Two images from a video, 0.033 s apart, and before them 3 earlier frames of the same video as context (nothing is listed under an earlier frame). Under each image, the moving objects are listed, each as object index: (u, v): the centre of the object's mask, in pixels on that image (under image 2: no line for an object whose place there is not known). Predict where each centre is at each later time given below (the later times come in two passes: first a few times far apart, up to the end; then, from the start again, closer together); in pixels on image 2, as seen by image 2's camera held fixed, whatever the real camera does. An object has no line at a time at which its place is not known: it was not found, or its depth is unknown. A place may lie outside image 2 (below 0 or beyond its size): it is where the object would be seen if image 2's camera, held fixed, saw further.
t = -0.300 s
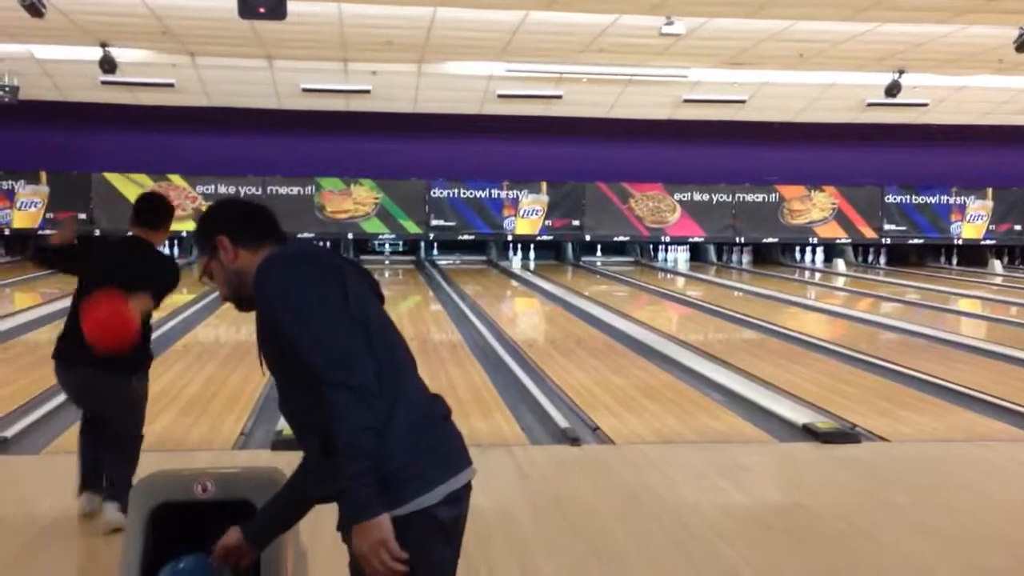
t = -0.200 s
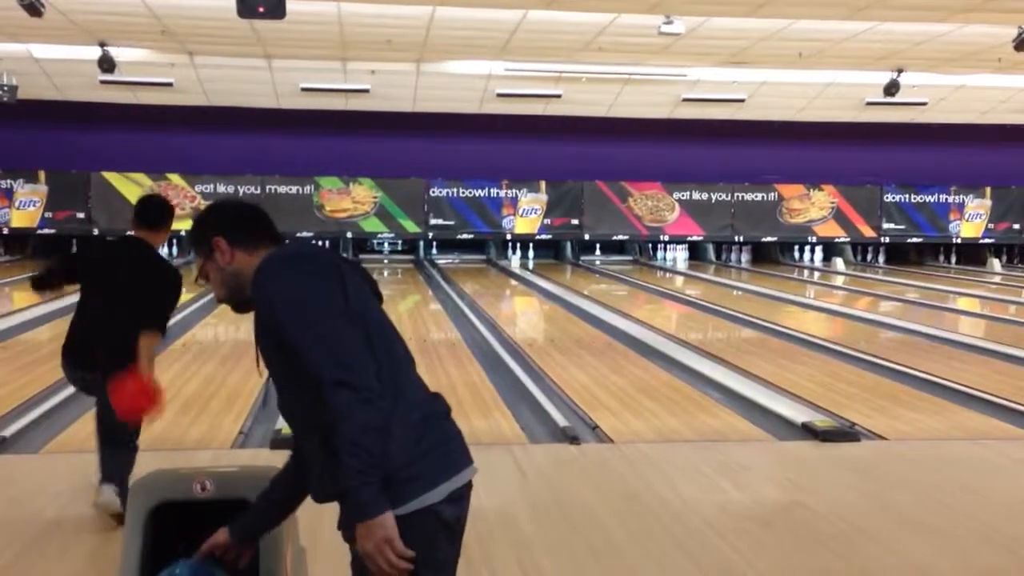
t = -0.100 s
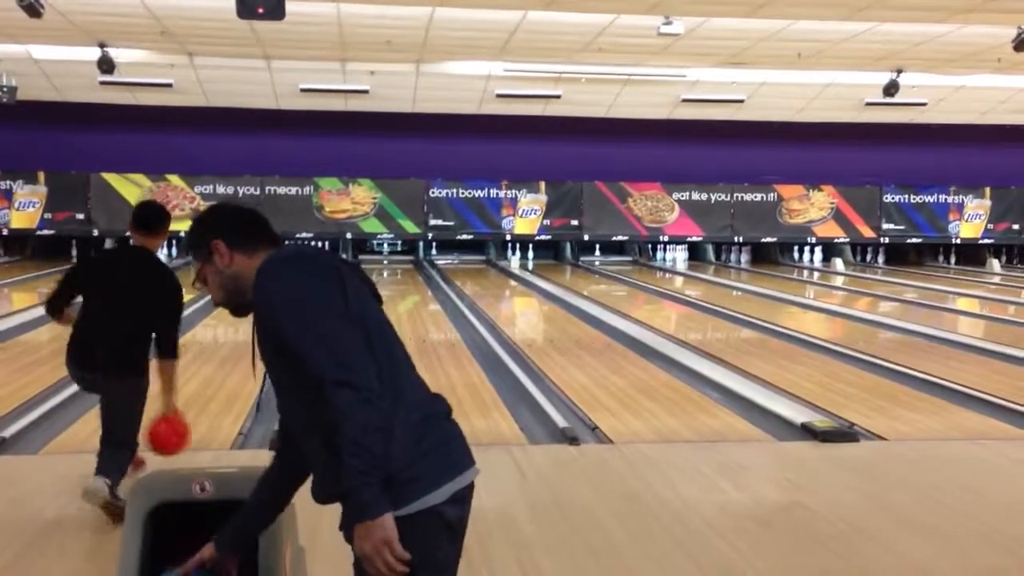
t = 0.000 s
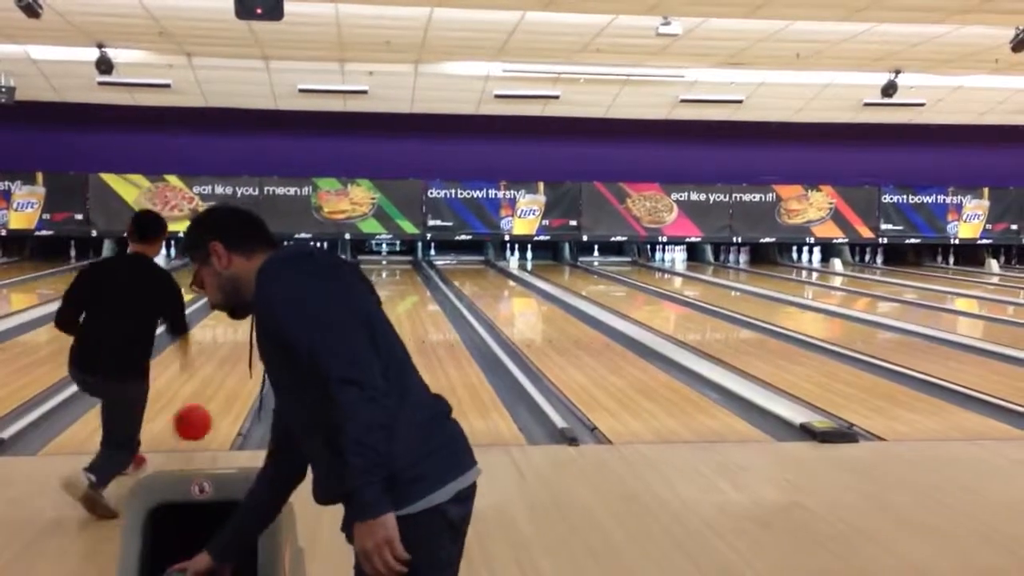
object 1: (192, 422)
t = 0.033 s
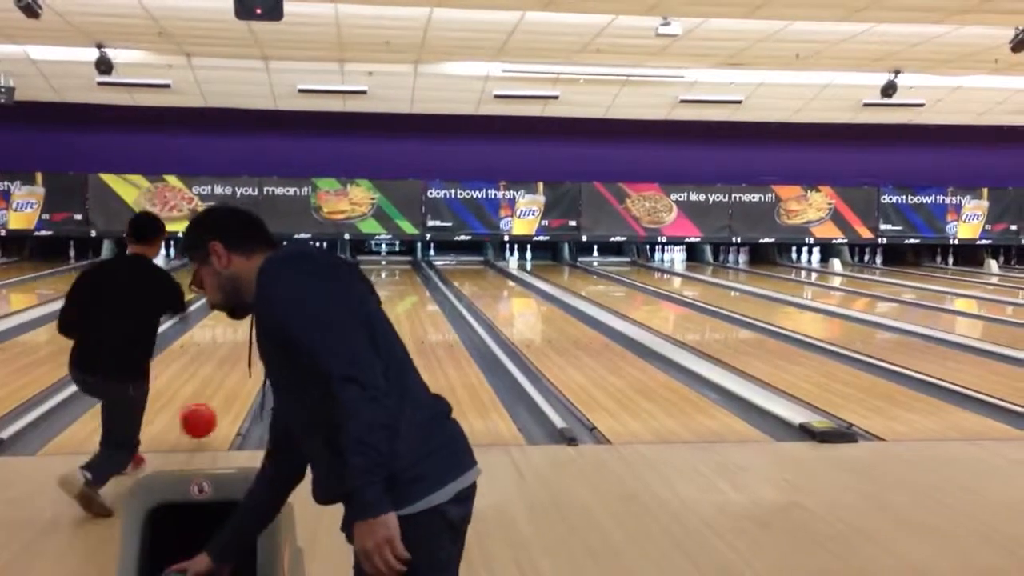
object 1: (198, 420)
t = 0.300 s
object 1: (237, 365)
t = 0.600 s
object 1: (254, 328)
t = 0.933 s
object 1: (271, 305)
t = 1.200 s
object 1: (287, 287)
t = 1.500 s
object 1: (294, 277)
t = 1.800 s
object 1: (300, 267)
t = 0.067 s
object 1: (204, 417)
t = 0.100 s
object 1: (210, 408)
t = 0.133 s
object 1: (215, 400)
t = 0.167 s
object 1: (220, 393)
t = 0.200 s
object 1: (224, 386)
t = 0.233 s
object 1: (229, 378)
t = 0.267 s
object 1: (233, 372)
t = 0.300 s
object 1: (237, 365)
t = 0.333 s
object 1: (241, 360)
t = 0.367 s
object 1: (243, 356)
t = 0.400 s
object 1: (246, 351)
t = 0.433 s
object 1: (248, 347)
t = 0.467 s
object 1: (249, 343)
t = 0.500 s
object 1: (251, 339)
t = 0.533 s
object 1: (252, 336)
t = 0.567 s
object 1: (253, 331)
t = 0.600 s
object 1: (254, 328)
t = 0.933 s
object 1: (271, 305)
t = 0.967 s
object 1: (274, 303)
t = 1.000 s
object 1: (277, 301)
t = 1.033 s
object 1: (280, 299)
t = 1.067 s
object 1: (283, 297)
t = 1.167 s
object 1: (285, 290)
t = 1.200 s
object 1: (287, 287)
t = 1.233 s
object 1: (288, 286)
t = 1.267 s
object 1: (289, 284)
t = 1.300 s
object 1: (289, 283)
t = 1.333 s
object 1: (290, 282)
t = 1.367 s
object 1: (291, 282)
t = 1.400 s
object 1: (291, 280)
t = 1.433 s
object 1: (292, 279)
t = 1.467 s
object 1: (293, 278)
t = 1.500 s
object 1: (294, 277)
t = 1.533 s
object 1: (294, 276)
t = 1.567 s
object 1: (294, 275)
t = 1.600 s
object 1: (295, 274)
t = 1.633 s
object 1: (297, 273)
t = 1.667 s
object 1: (297, 271)
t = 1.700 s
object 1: (298, 270)
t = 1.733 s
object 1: (298, 269)
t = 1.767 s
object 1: (299, 269)
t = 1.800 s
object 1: (300, 267)
